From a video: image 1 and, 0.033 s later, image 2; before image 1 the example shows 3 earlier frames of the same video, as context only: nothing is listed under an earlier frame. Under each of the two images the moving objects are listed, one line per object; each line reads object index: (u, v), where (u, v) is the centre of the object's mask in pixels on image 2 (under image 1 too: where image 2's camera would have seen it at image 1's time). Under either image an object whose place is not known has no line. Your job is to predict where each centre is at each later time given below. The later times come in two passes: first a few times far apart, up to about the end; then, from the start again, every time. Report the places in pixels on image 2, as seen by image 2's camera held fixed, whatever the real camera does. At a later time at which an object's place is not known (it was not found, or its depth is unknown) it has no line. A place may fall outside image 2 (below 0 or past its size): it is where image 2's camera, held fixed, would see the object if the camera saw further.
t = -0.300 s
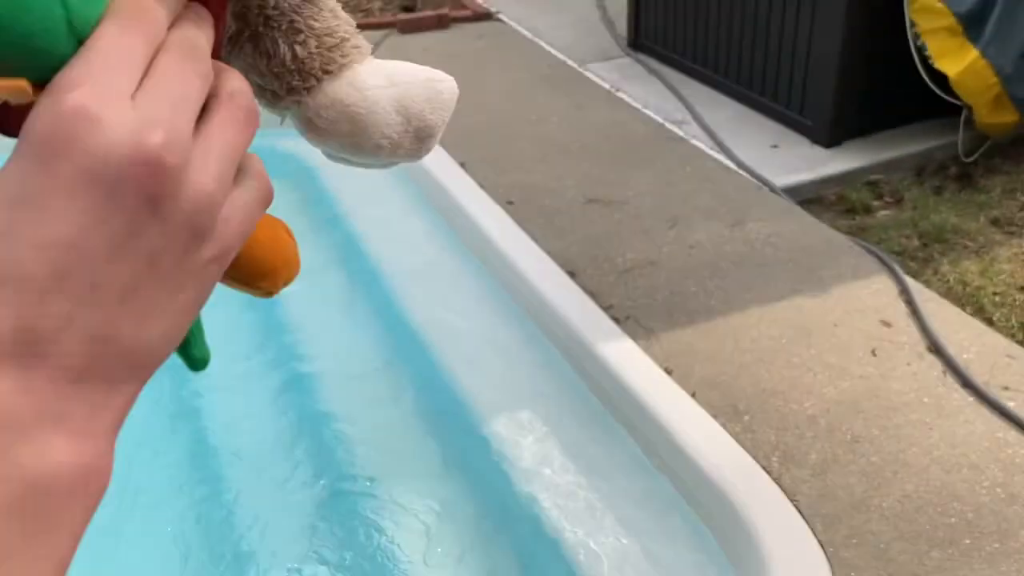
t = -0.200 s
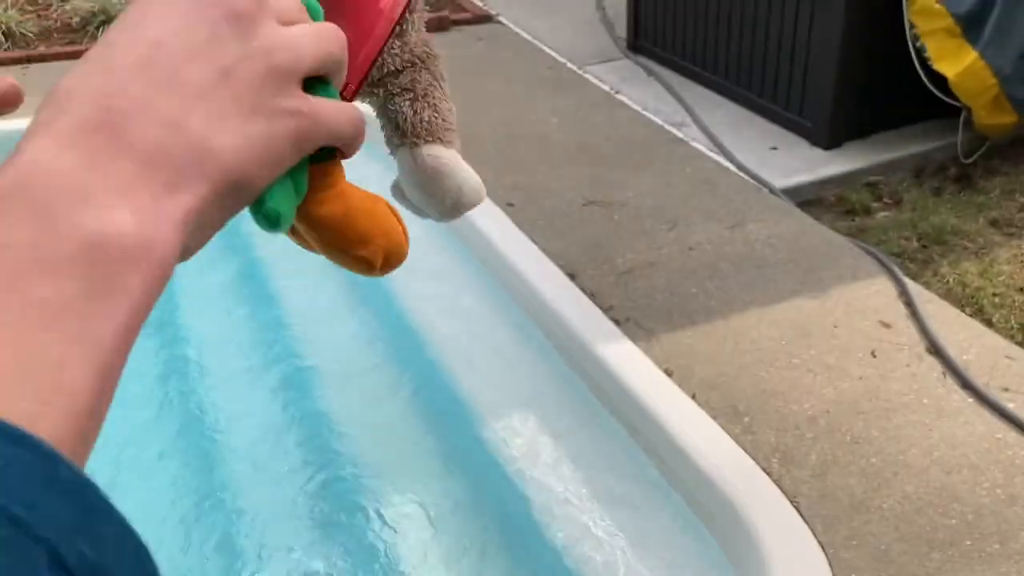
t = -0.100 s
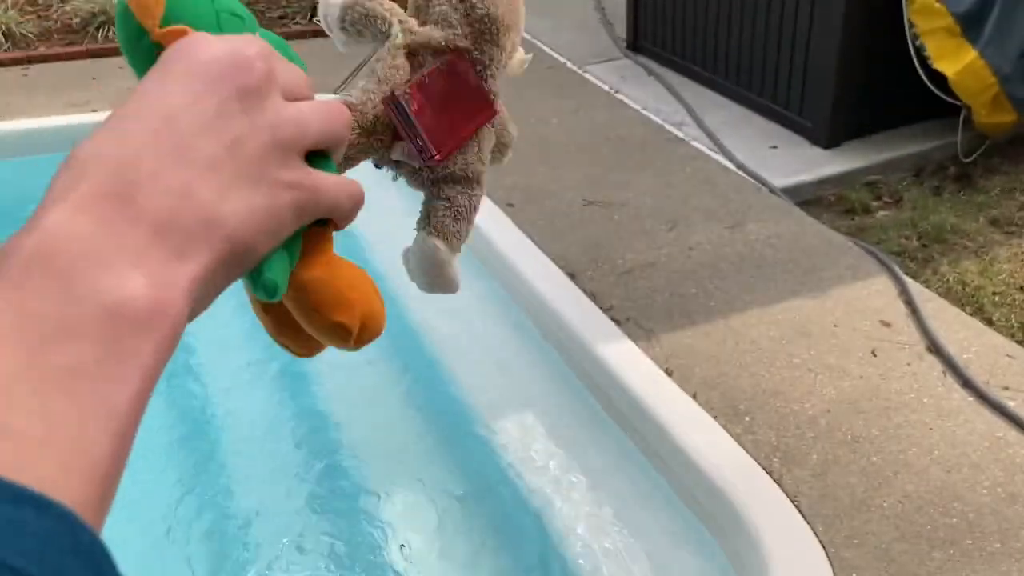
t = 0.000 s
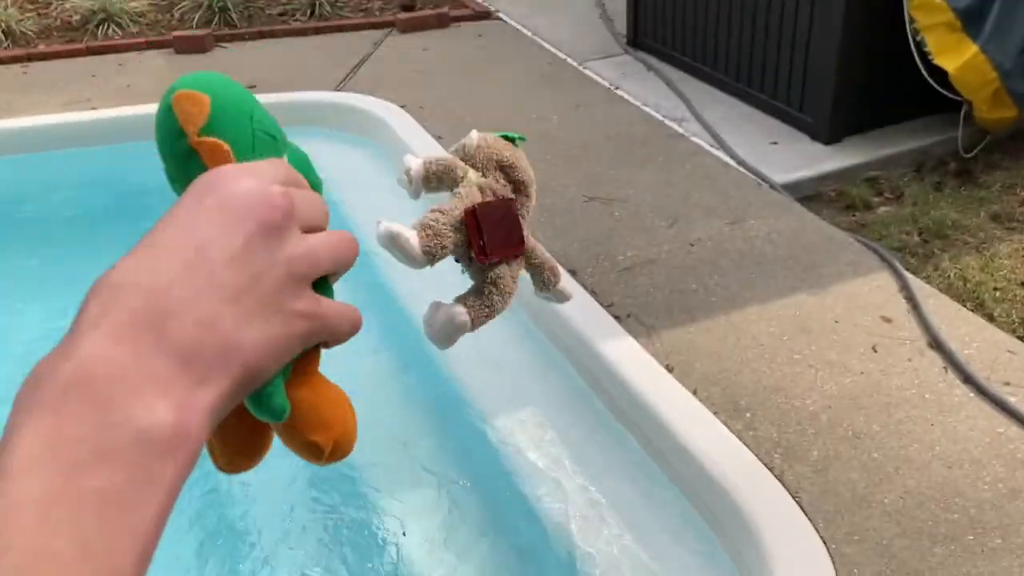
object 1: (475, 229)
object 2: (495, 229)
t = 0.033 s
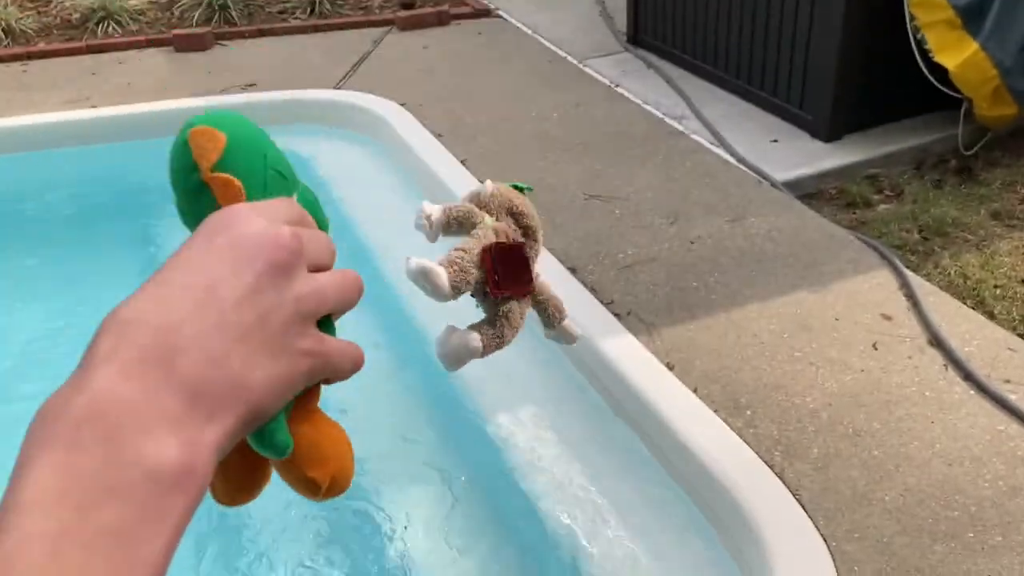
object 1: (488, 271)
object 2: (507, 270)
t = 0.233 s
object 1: (545, 489)
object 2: (556, 491)
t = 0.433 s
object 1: (551, 473)
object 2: (542, 434)
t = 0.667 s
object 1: (548, 457)
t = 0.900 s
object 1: (548, 446)
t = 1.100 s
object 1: (552, 439)
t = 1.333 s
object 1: (555, 431)
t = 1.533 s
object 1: (555, 428)
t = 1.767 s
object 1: (572, 421)
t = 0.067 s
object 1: (501, 312)
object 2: (518, 309)
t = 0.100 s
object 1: (512, 352)
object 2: (528, 349)
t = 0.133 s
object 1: (522, 389)
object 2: (537, 385)
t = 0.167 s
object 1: (531, 426)
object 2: (544, 422)
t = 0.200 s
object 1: (538, 460)
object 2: (550, 458)
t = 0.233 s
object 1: (545, 489)
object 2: (556, 491)
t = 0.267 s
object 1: (548, 486)
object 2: (556, 488)
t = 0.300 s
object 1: (549, 479)
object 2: (552, 469)
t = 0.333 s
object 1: (549, 478)
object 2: (552, 457)
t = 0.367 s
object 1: (553, 481)
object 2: (549, 447)
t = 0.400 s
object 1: (551, 475)
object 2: (545, 437)
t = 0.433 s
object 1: (551, 473)
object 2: (542, 434)
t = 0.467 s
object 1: (550, 469)
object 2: (539, 435)
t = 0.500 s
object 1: (549, 466)
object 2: (535, 436)
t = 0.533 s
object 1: (548, 465)
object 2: (533, 439)
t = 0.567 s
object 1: (549, 463)
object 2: (528, 440)
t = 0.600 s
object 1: (549, 460)
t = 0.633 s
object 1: (549, 460)
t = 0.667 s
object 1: (548, 457)
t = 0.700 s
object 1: (547, 454)
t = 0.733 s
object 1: (547, 454)
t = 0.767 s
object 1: (549, 452)
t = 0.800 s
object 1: (549, 450)
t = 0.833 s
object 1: (548, 449)
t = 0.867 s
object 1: (548, 447)
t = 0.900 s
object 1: (548, 446)
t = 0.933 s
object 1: (549, 445)
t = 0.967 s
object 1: (549, 444)
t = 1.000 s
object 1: (550, 442)
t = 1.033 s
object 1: (550, 441)
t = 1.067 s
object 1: (551, 440)
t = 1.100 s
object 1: (552, 439)
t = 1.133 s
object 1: (552, 438)
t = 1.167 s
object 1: (553, 436)
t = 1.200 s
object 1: (553, 435)
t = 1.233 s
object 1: (554, 434)
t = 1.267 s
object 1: (554, 433)
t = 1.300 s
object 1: (555, 431)
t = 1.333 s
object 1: (555, 431)
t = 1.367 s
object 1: (555, 430)
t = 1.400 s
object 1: (555, 430)
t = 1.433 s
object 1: (556, 429)
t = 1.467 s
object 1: (556, 429)
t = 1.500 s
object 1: (555, 428)
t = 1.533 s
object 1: (555, 428)
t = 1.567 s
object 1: (555, 427)
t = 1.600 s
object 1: (554, 427)
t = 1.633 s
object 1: (554, 427)
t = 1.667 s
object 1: (554, 426)
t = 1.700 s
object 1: (572, 422)
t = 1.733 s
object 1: (572, 421)
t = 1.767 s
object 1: (572, 421)
